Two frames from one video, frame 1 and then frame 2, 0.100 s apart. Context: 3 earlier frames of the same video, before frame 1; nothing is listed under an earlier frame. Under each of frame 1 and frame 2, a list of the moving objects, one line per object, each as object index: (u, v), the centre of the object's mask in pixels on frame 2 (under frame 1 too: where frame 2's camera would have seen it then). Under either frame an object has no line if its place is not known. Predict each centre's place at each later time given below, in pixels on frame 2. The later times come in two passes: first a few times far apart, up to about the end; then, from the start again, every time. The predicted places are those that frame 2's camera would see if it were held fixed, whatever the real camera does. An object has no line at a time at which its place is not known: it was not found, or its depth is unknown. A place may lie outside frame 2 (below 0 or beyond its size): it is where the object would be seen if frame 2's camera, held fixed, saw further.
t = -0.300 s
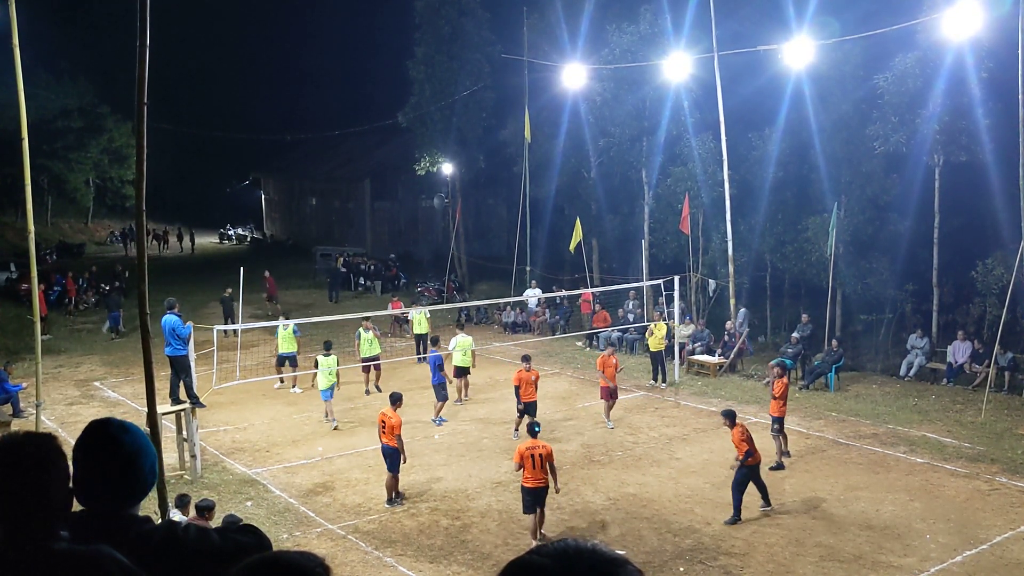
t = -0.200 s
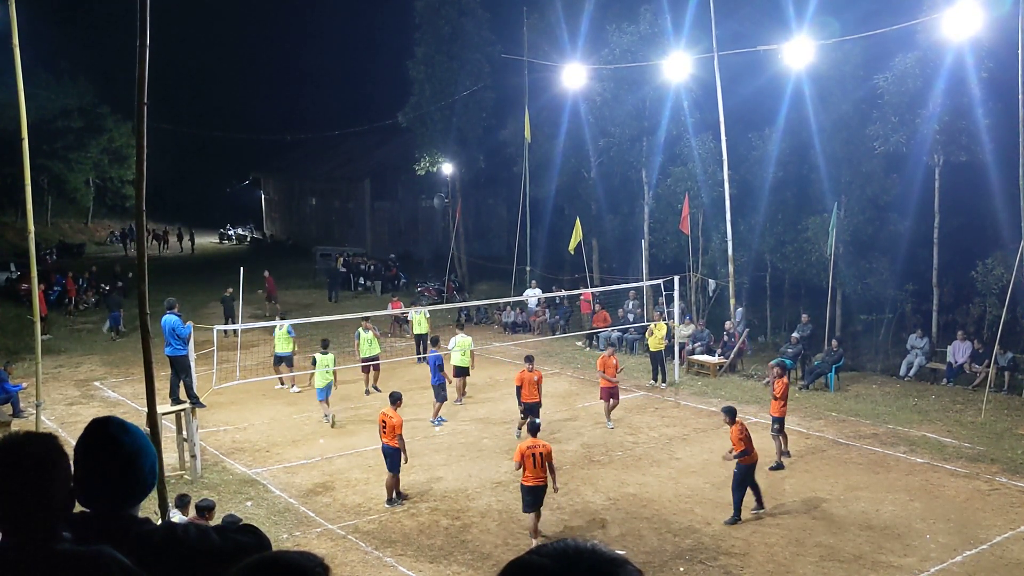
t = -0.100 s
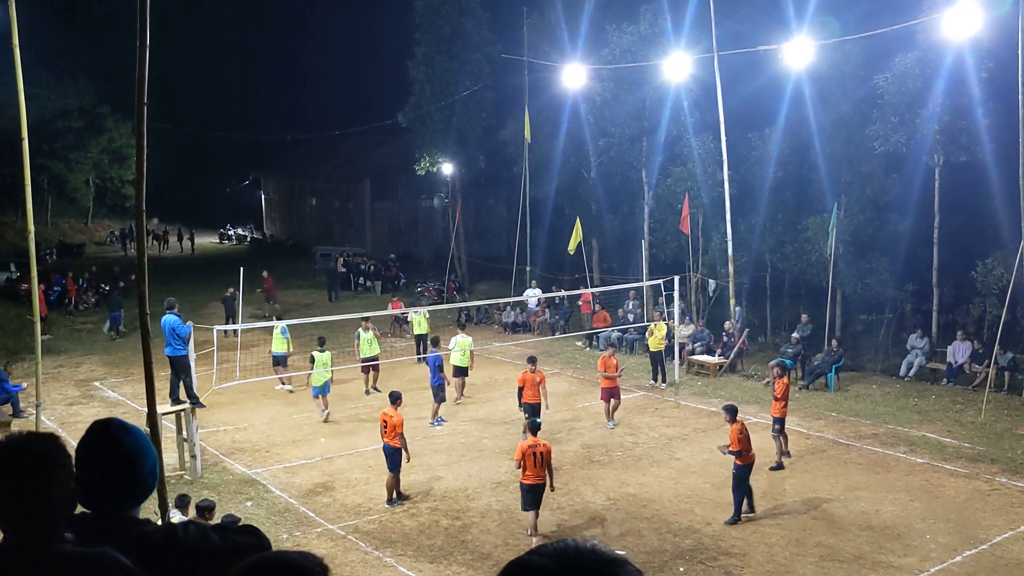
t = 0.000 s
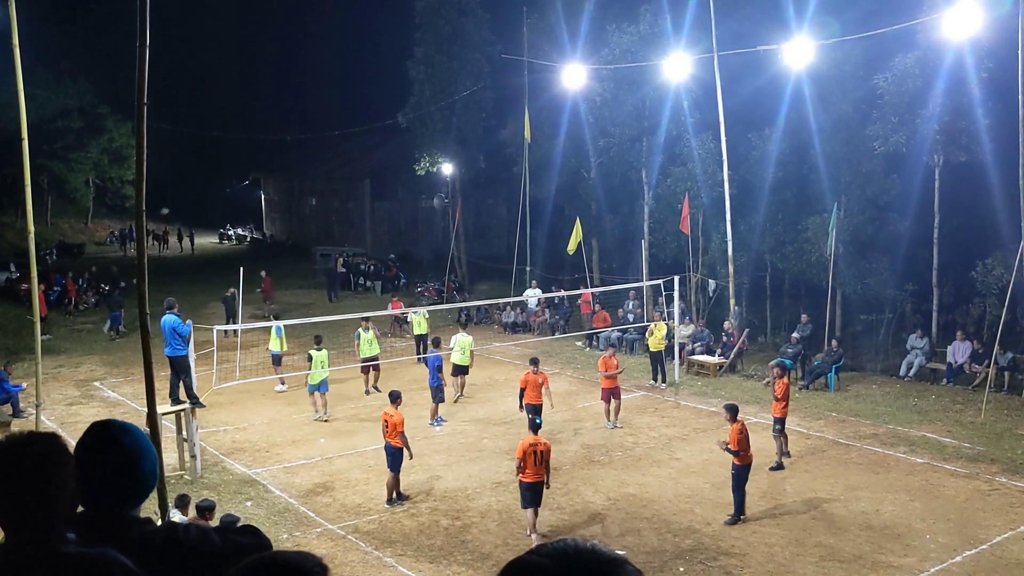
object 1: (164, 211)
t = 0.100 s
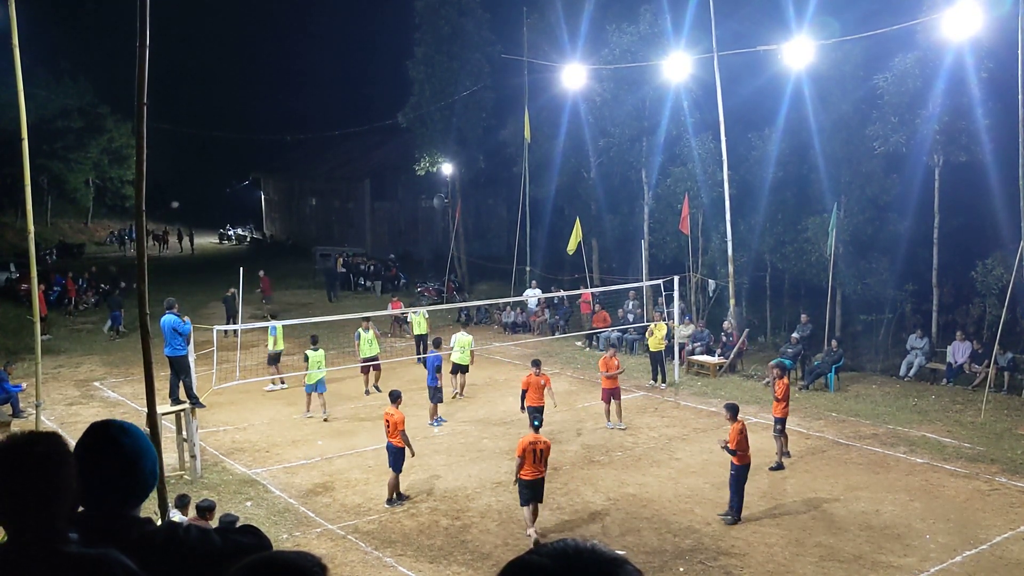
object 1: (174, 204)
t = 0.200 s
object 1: (184, 200)
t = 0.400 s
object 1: (205, 201)
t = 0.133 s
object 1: (177, 202)
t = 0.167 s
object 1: (181, 201)
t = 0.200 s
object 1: (184, 200)
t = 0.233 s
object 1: (189, 200)
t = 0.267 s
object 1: (192, 200)
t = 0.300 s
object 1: (194, 199)
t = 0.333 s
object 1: (198, 200)
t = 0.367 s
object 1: (201, 200)
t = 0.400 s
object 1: (205, 201)
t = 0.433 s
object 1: (208, 203)
